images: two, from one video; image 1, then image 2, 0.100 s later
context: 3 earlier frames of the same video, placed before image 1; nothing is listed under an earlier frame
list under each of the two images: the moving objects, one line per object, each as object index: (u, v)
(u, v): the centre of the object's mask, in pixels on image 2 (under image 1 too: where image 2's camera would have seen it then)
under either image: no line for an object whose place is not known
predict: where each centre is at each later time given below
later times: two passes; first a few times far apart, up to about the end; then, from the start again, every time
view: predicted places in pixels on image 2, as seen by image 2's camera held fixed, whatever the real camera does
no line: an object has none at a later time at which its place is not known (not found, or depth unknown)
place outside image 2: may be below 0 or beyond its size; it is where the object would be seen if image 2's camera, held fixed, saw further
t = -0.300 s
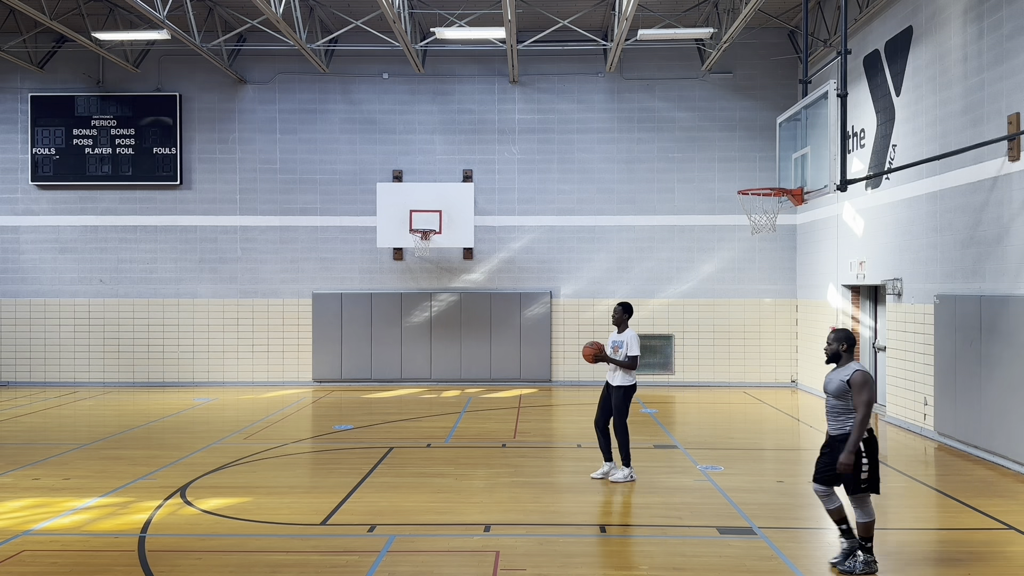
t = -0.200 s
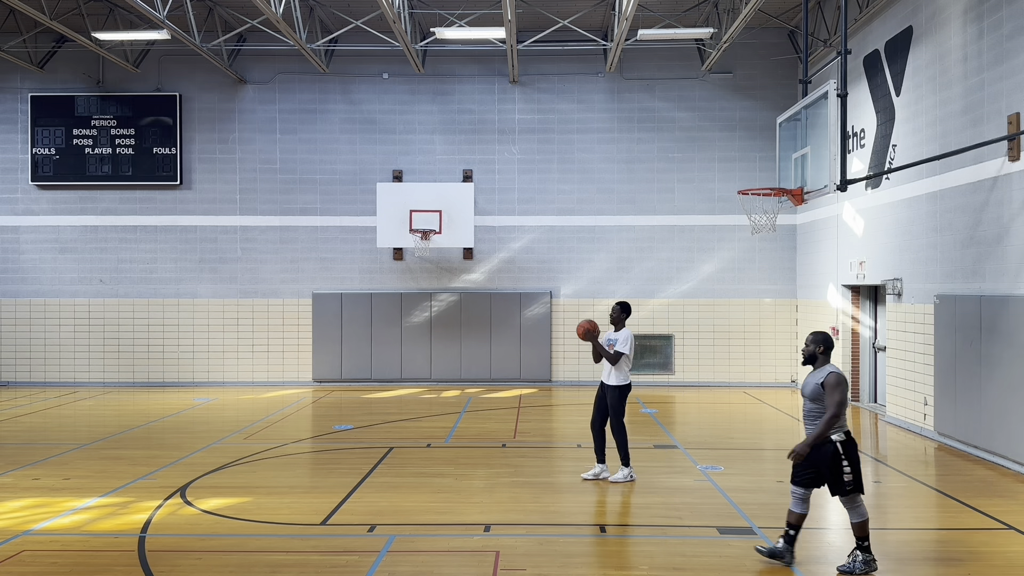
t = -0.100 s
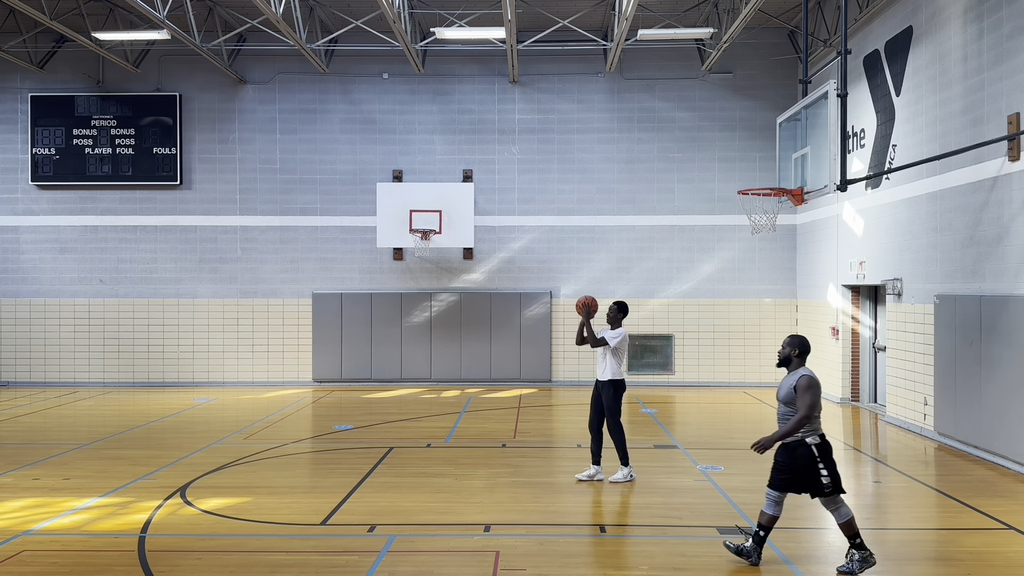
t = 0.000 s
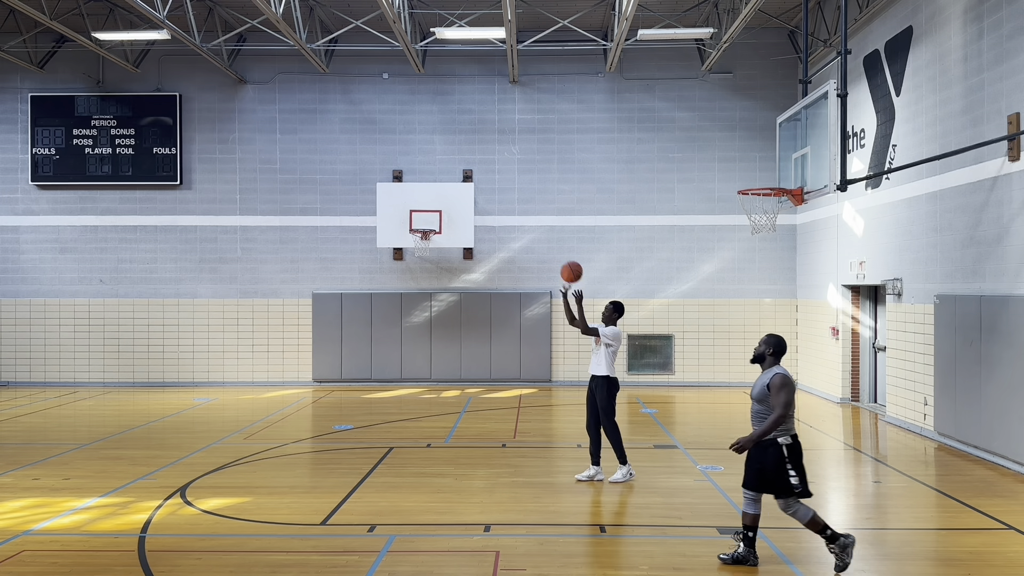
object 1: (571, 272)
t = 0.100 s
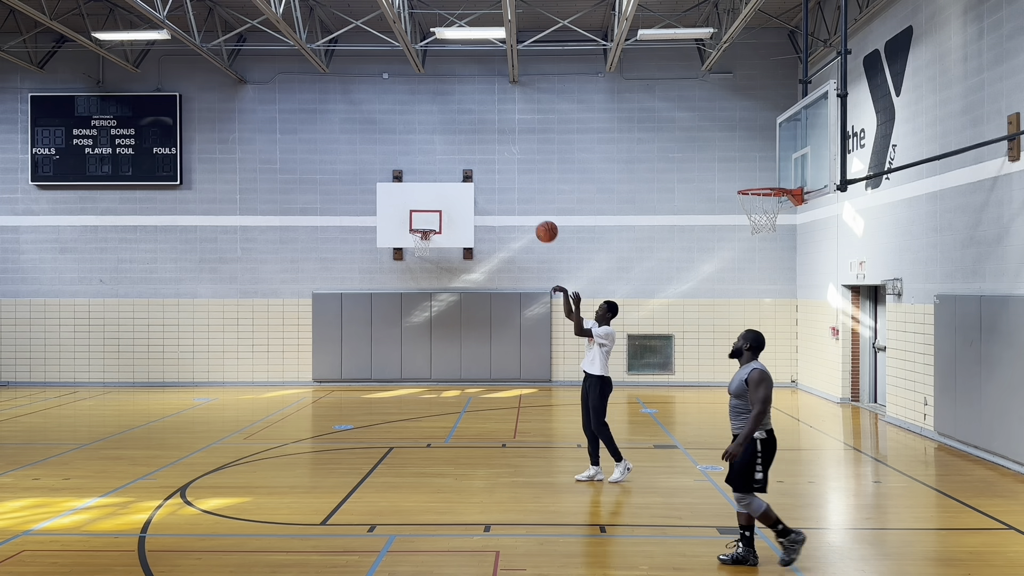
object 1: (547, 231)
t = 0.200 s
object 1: (522, 200)
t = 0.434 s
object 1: (466, 162)
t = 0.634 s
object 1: (420, 168)
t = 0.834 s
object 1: (373, 210)
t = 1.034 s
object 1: (327, 286)
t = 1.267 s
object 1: (272, 419)
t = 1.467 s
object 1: (252, 404)
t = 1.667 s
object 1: (247, 334)
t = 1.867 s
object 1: (241, 300)
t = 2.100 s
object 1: (234, 306)
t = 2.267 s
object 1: (230, 339)
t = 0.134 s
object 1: (538, 220)
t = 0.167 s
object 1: (530, 209)
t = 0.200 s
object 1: (522, 200)
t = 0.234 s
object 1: (514, 191)
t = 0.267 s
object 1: (506, 184)
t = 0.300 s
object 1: (498, 178)
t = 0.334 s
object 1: (490, 172)
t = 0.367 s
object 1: (482, 168)
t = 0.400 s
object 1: (474, 164)
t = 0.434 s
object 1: (466, 162)
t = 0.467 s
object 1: (459, 161)
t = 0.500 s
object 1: (451, 160)
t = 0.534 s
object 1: (443, 161)
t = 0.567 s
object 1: (435, 162)
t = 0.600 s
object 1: (427, 165)
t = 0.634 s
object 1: (420, 168)
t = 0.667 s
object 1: (412, 173)
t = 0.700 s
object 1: (405, 178)
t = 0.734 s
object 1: (396, 185)
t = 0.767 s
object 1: (389, 192)
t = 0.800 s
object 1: (381, 201)
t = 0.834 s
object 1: (373, 210)
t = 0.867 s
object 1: (366, 221)
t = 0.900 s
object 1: (358, 232)
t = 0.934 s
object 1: (350, 244)
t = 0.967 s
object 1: (343, 257)
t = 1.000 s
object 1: (335, 271)
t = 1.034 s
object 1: (327, 286)
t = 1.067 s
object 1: (320, 303)
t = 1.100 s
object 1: (312, 320)
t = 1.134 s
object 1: (304, 338)
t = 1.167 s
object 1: (296, 357)
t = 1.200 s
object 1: (288, 377)
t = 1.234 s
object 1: (280, 398)
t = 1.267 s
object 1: (272, 419)
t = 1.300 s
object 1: (264, 442)
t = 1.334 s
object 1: (256, 466)
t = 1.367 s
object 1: (255, 453)
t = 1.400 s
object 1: (254, 435)
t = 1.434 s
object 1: (253, 419)
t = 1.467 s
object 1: (252, 404)
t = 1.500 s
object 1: (252, 390)
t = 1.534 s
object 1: (251, 377)
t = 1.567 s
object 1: (250, 364)
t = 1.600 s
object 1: (249, 353)
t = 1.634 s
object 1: (248, 343)
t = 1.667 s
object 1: (247, 334)
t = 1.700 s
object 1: (246, 326)
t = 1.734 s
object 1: (245, 319)
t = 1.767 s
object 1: (244, 313)
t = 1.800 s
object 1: (243, 307)
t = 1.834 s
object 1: (242, 303)
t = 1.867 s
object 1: (241, 300)
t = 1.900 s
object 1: (240, 298)
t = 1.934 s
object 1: (239, 297)
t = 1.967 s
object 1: (238, 297)
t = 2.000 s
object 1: (237, 297)
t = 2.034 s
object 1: (236, 299)
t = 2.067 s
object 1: (235, 302)
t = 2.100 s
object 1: (234, 306)
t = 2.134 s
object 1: (234, 311)
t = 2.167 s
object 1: (233, 316)
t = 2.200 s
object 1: (232, 323)
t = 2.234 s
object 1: (231, 331)
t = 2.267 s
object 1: (230, 339)
